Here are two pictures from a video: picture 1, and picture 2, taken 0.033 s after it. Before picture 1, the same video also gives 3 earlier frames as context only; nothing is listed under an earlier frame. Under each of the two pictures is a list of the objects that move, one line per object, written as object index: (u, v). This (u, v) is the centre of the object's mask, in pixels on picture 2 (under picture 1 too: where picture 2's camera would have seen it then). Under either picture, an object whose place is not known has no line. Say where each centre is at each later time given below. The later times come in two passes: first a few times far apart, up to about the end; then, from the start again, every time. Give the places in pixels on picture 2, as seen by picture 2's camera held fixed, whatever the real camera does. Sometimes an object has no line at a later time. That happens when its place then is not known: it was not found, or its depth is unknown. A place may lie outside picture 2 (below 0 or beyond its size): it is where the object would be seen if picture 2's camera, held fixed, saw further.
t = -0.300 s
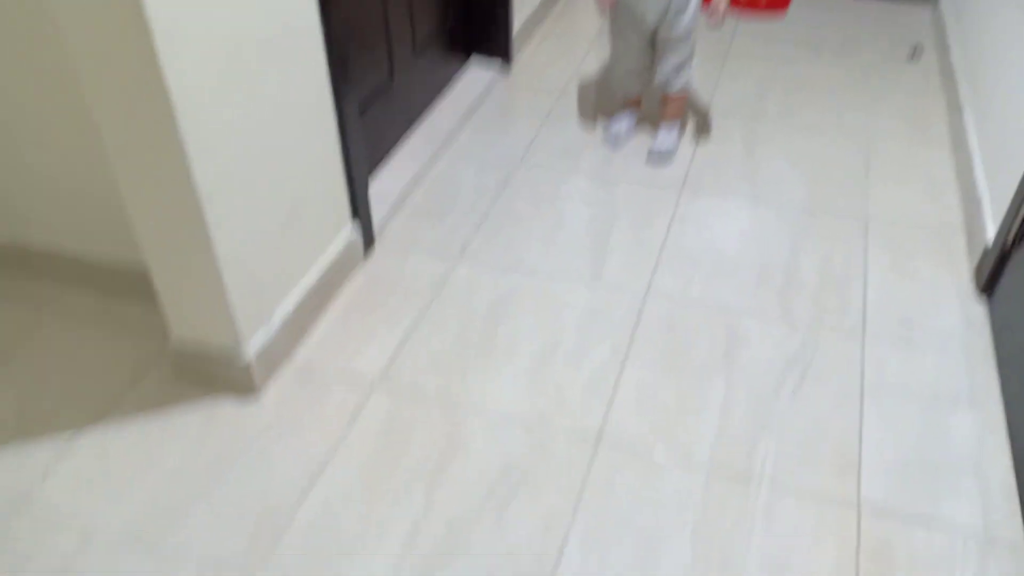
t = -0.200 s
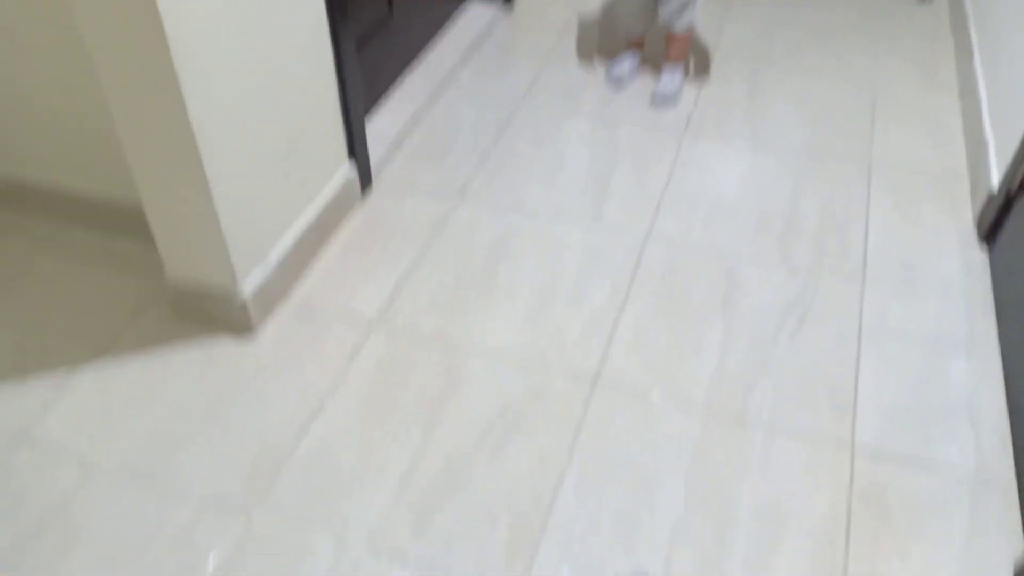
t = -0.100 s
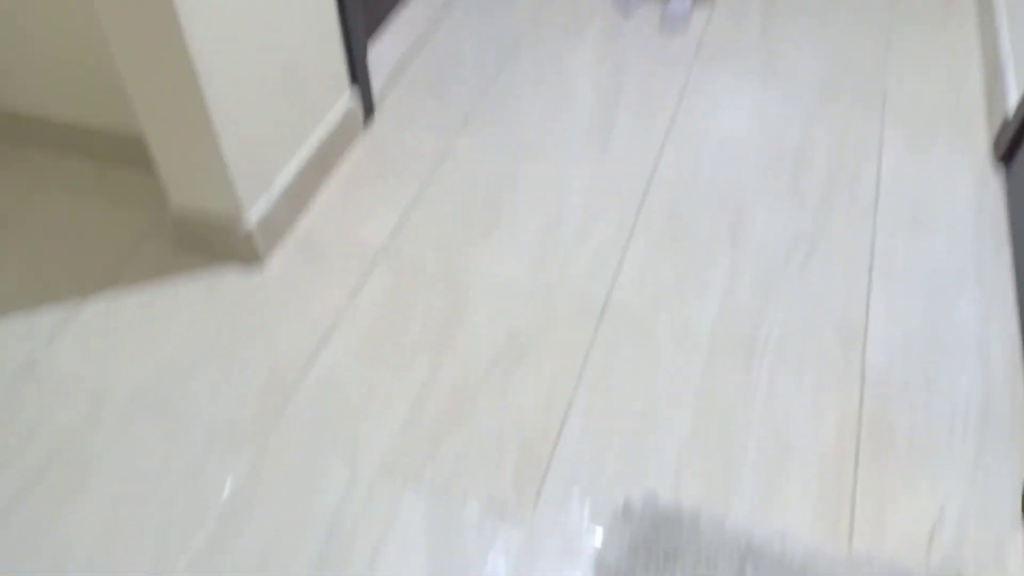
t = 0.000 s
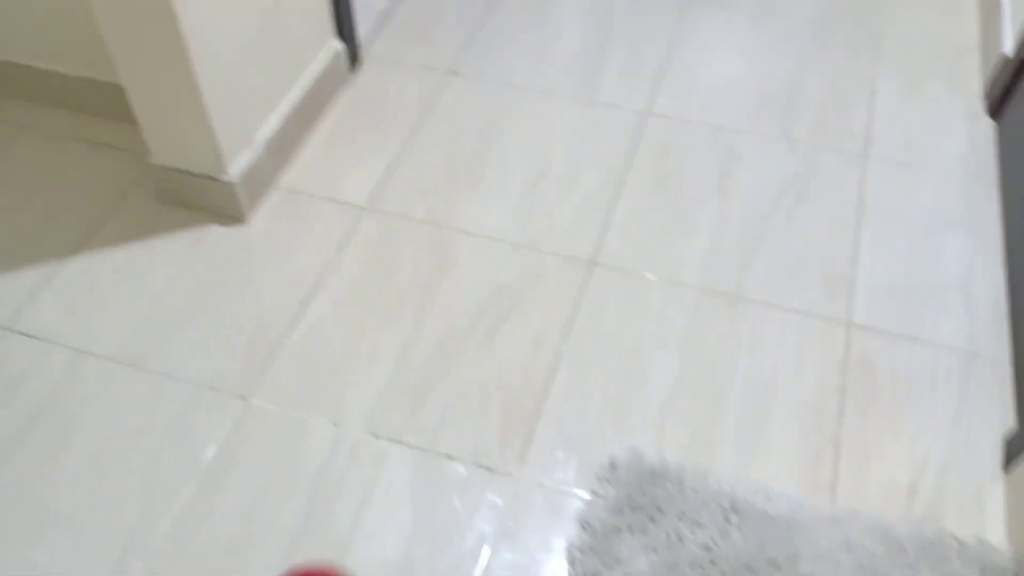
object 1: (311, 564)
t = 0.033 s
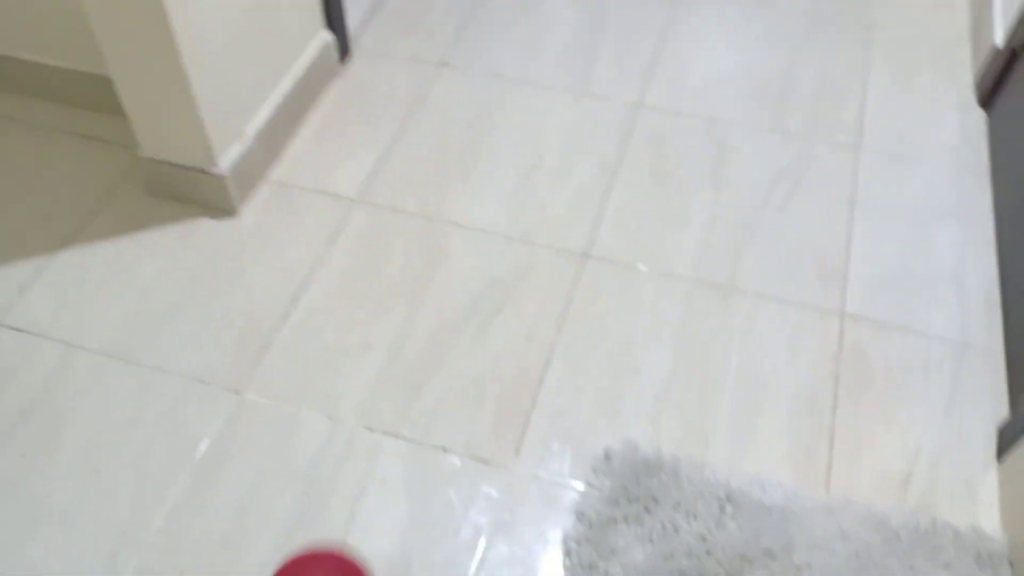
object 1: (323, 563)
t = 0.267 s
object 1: (380, 493)
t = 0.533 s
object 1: (431, 389)
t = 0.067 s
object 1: (331, 558)
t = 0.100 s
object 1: (338, 554)
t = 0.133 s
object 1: (348, 548)
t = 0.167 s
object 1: (355, 538)
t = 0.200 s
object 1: (362, 523)
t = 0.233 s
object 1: (372, 507)
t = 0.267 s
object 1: (380, 493)
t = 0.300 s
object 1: (387, 477)
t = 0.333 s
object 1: (395, 463)
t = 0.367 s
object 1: (403, 448)
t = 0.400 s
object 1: (410, 433)
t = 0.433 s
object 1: (415, 424)
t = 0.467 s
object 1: (421, 411)
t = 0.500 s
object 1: (426, 401)
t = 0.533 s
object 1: (431, 389)
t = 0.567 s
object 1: (435, 377)
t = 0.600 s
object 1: (440, 367)
